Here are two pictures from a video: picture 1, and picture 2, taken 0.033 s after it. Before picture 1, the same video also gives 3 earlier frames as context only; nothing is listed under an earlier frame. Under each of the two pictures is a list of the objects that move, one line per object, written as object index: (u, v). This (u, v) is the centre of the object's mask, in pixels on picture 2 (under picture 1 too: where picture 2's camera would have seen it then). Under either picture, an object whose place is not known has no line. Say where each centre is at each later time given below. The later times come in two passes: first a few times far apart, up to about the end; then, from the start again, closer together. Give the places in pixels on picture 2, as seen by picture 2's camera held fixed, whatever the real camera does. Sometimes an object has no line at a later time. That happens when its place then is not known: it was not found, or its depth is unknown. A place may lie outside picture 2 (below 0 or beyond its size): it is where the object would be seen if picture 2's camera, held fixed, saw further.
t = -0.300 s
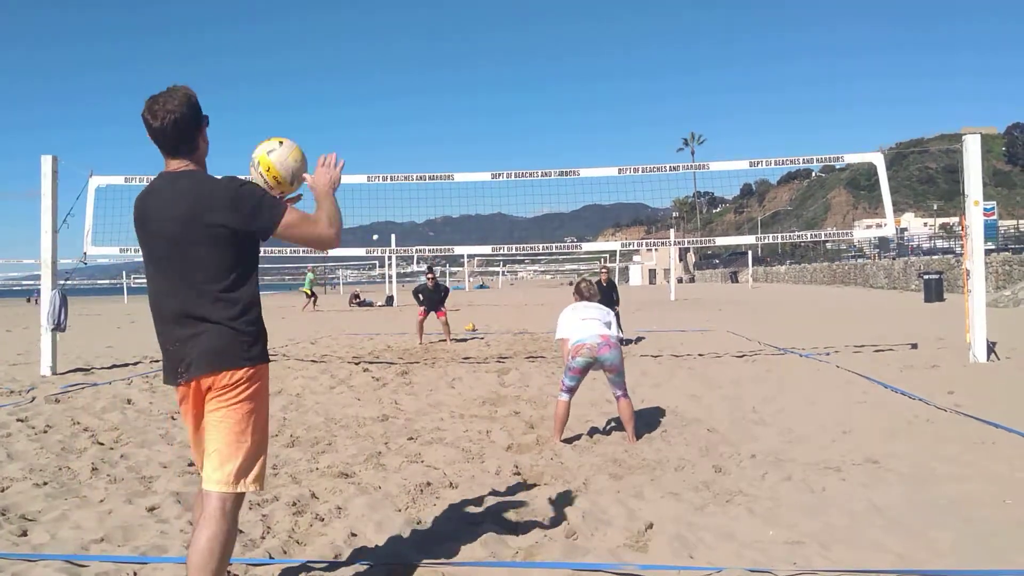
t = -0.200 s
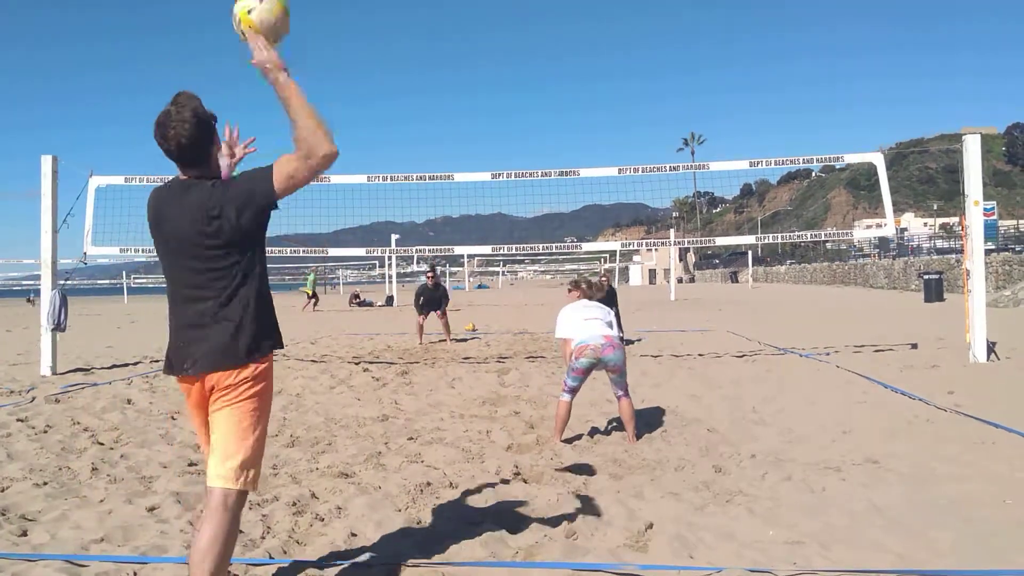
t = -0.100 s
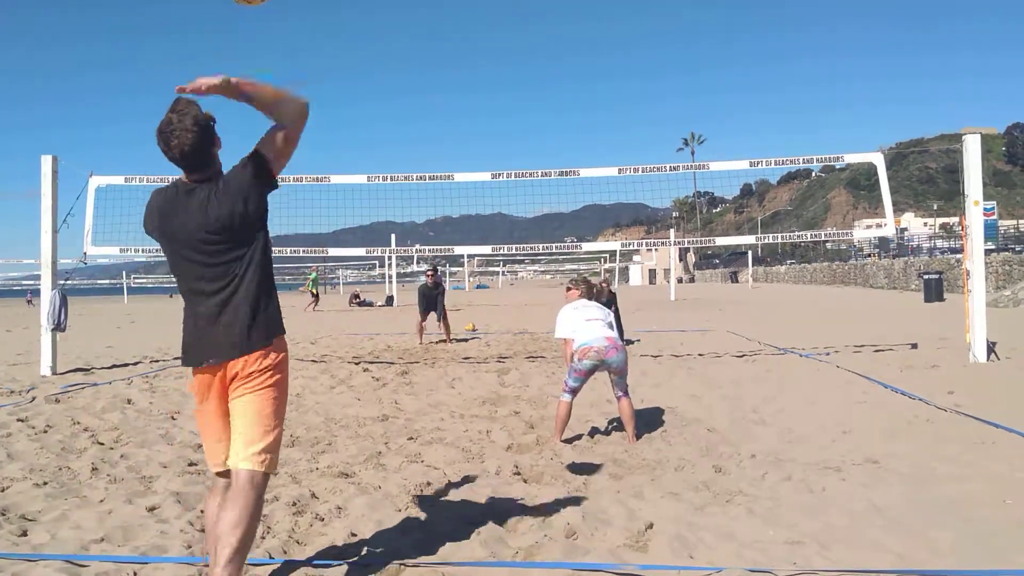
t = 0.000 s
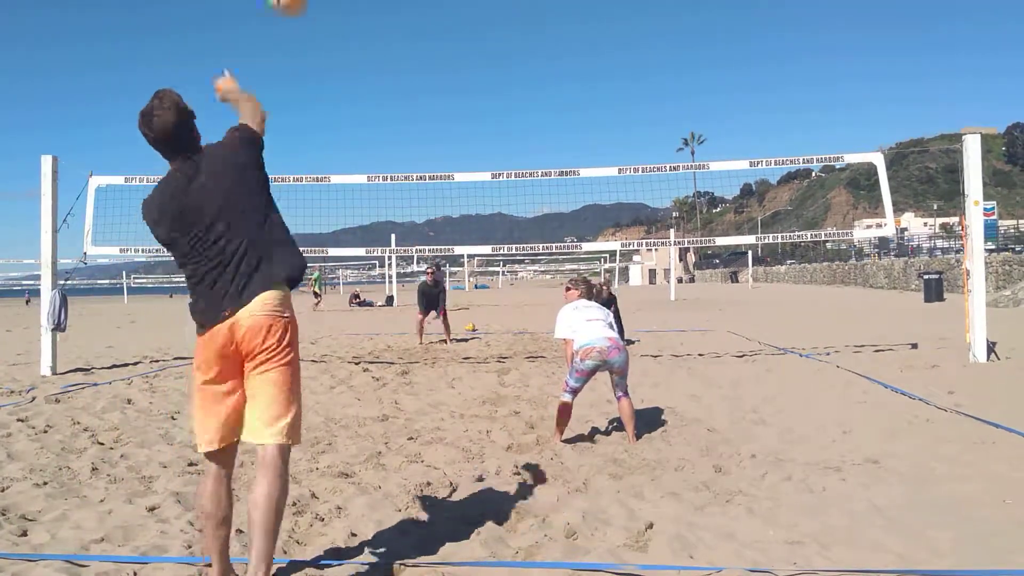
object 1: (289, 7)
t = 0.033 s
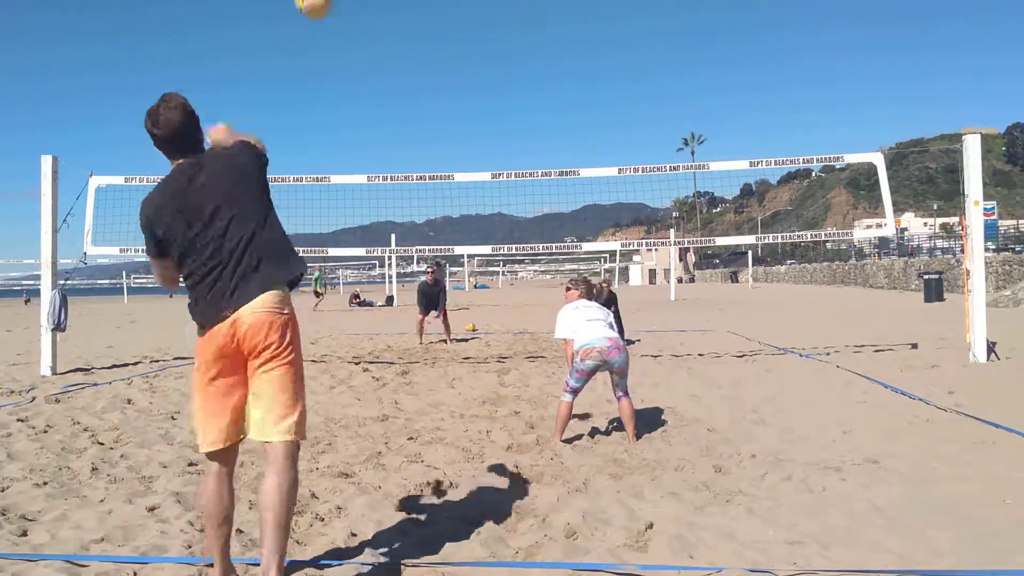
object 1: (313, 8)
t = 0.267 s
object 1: (398, 115)
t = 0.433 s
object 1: (419, 233)
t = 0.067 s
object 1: (334, 12)
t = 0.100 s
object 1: (348, 22)
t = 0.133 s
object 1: (362, 38)
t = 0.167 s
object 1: (373, 54)
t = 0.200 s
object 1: (383, 73)
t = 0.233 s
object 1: (391, 93)
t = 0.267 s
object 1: (398, 115)
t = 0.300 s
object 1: (402, 137)
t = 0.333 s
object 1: (408, 161)
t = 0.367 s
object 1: (412, 187)
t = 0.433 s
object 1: (419, 233)
